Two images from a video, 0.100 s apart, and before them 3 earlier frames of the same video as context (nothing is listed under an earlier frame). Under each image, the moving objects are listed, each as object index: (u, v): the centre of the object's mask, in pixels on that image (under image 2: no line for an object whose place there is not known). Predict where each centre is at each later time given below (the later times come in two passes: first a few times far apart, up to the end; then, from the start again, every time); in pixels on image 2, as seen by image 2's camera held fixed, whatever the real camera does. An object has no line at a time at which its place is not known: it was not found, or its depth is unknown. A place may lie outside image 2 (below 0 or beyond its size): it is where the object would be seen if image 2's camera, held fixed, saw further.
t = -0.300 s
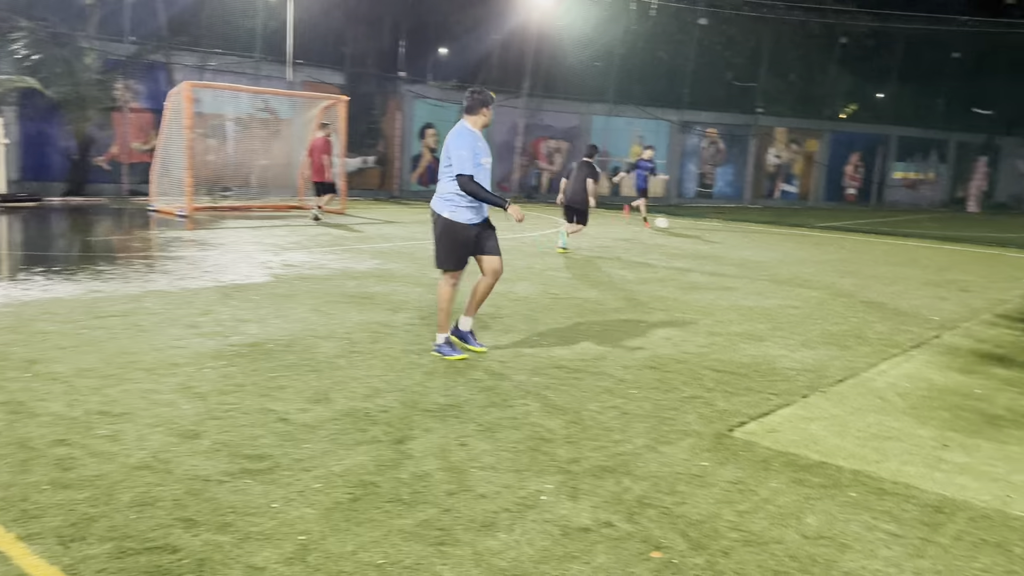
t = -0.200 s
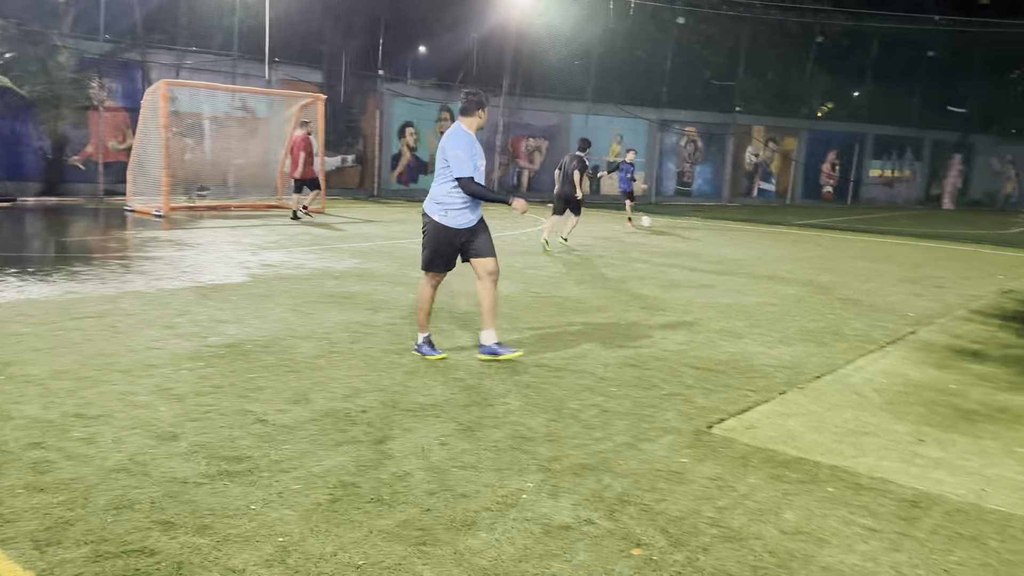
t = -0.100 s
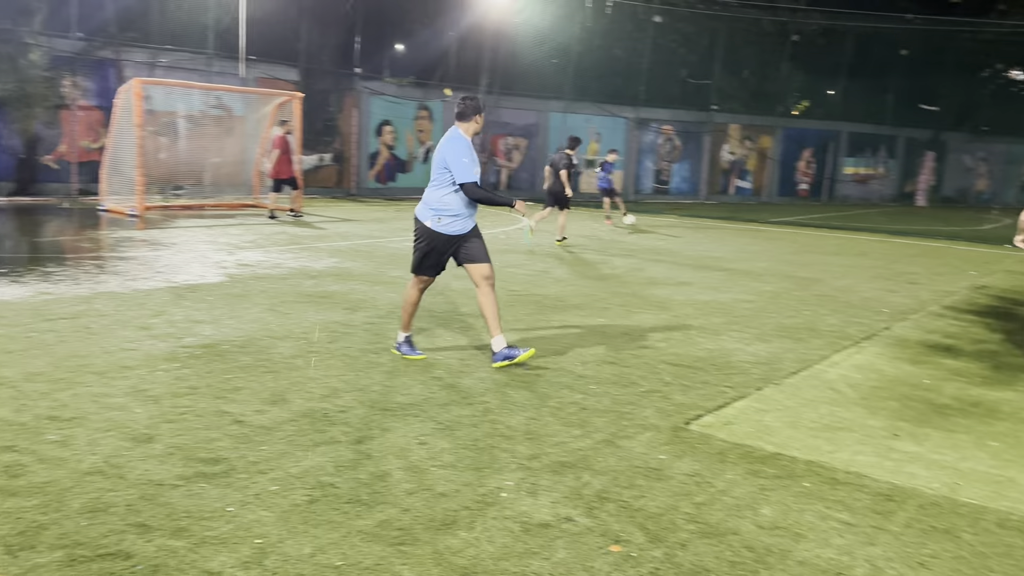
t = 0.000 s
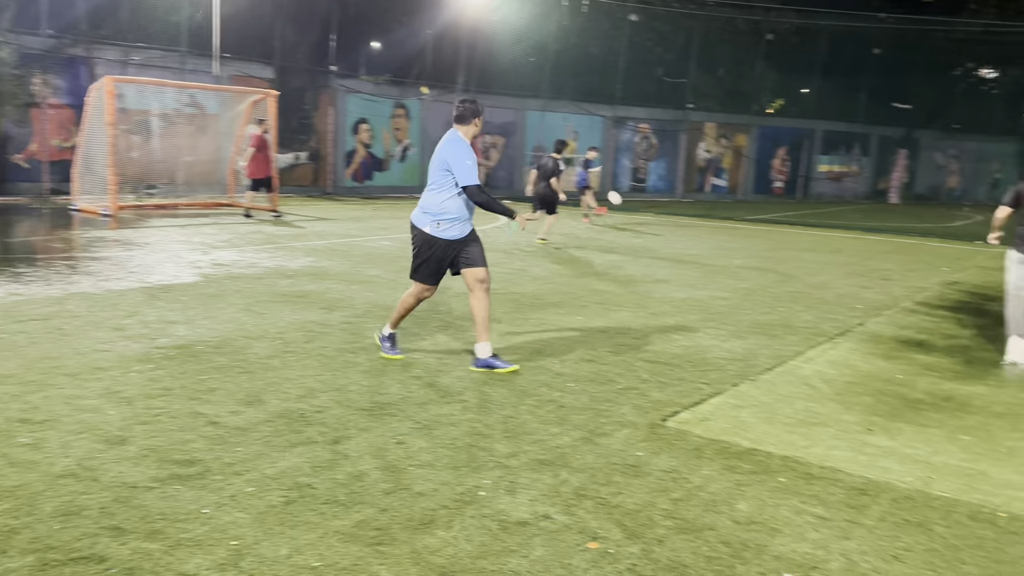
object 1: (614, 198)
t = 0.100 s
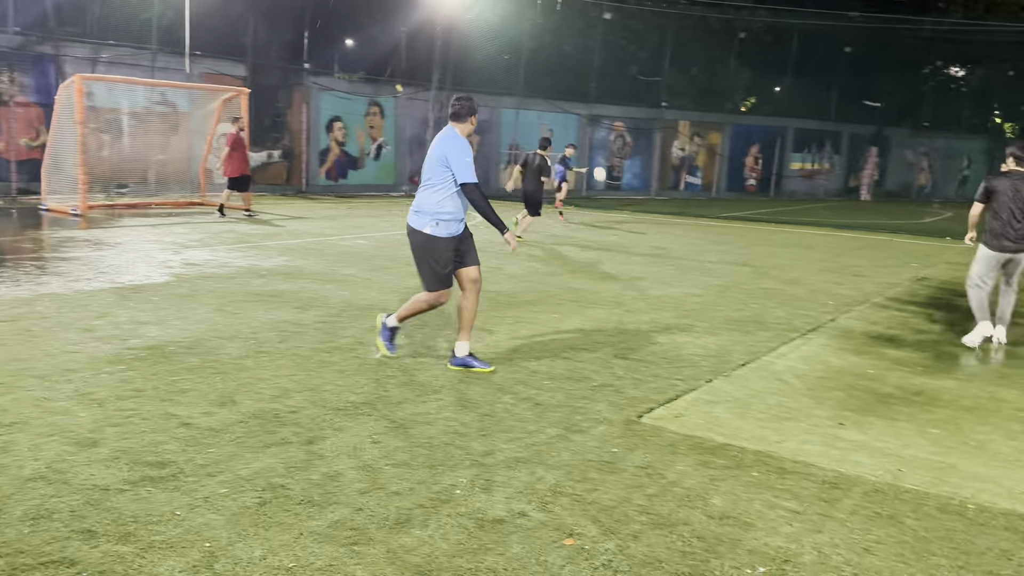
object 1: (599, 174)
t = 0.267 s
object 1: (618, 141)
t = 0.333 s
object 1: (626, 129)
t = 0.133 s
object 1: (603, 167)
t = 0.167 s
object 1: (606, 161)
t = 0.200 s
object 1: (610, 154)
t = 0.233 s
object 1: (614, 147)
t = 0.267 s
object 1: (618, 141)
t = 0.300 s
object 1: (622, 135)
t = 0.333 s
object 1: (626, 129)
